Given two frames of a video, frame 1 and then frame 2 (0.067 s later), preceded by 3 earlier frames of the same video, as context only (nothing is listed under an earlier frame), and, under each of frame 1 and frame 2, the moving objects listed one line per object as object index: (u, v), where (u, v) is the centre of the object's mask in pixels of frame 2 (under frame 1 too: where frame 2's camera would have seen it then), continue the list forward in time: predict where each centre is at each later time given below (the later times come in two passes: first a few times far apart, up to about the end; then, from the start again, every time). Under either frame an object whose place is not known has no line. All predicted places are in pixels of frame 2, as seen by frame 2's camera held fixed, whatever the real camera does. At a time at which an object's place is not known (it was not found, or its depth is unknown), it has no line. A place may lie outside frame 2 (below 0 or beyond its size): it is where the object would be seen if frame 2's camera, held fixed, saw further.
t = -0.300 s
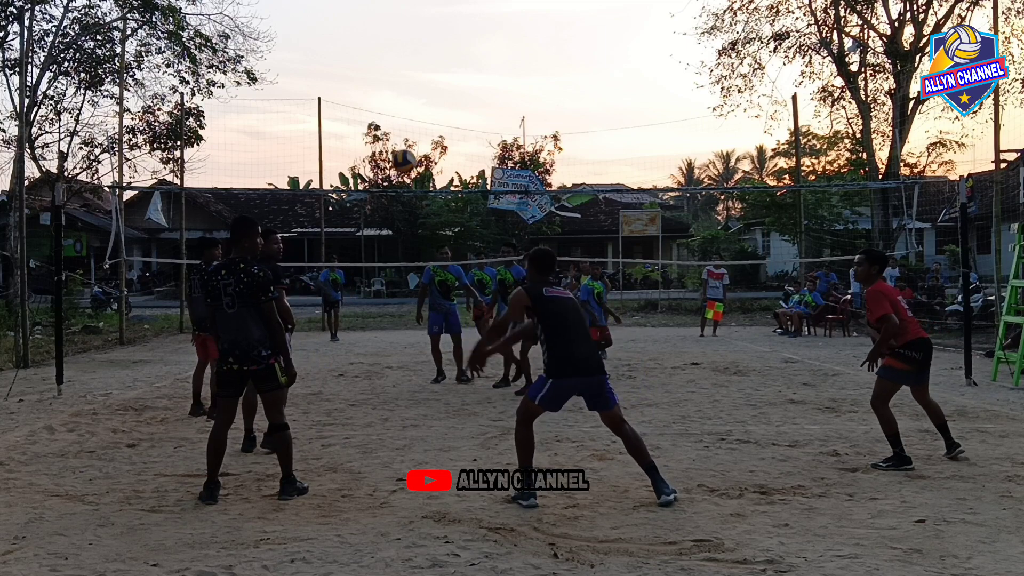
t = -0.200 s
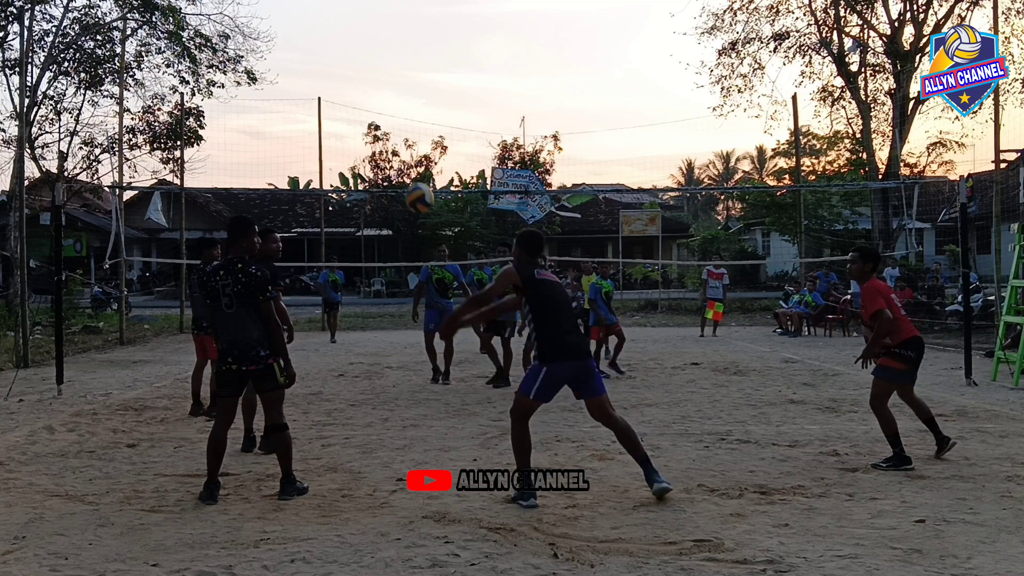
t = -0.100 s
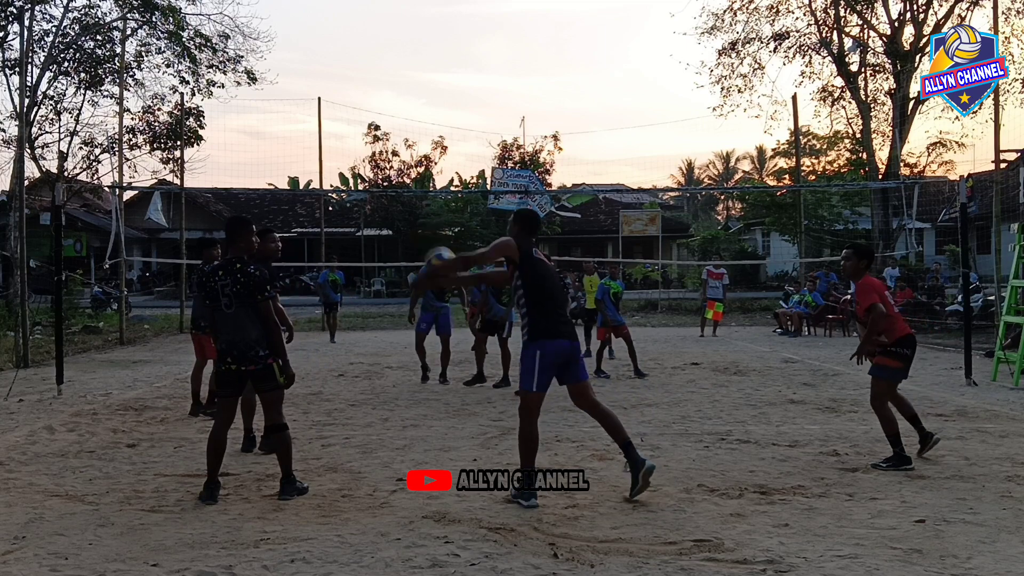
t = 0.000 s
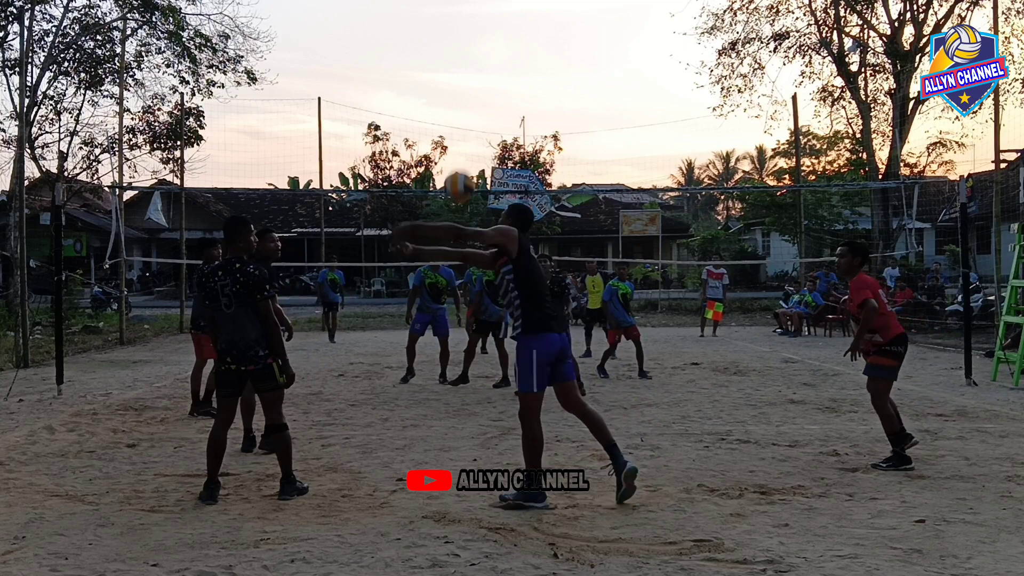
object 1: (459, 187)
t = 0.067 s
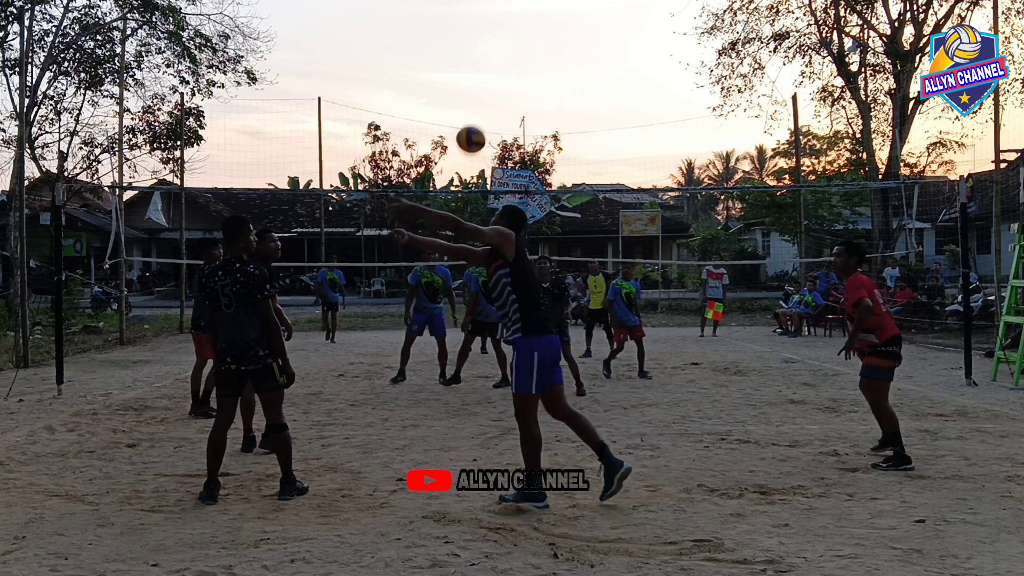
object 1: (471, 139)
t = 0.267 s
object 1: (502, 55)
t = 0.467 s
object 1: (530, 33)
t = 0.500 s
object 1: (534, 34)
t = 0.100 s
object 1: (476, 120)
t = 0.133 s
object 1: (481, 103)
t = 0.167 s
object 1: (487, 88)
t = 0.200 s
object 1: (492, 75)
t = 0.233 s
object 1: (497, 64)
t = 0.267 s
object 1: (502, 55)
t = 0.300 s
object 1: (507, 47)
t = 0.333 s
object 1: (512, 41)
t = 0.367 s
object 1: (516, 37)
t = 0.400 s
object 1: (521, 34)
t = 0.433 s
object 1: (525, 33)
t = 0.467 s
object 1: (530, 33)
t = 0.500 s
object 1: (534, 34)
